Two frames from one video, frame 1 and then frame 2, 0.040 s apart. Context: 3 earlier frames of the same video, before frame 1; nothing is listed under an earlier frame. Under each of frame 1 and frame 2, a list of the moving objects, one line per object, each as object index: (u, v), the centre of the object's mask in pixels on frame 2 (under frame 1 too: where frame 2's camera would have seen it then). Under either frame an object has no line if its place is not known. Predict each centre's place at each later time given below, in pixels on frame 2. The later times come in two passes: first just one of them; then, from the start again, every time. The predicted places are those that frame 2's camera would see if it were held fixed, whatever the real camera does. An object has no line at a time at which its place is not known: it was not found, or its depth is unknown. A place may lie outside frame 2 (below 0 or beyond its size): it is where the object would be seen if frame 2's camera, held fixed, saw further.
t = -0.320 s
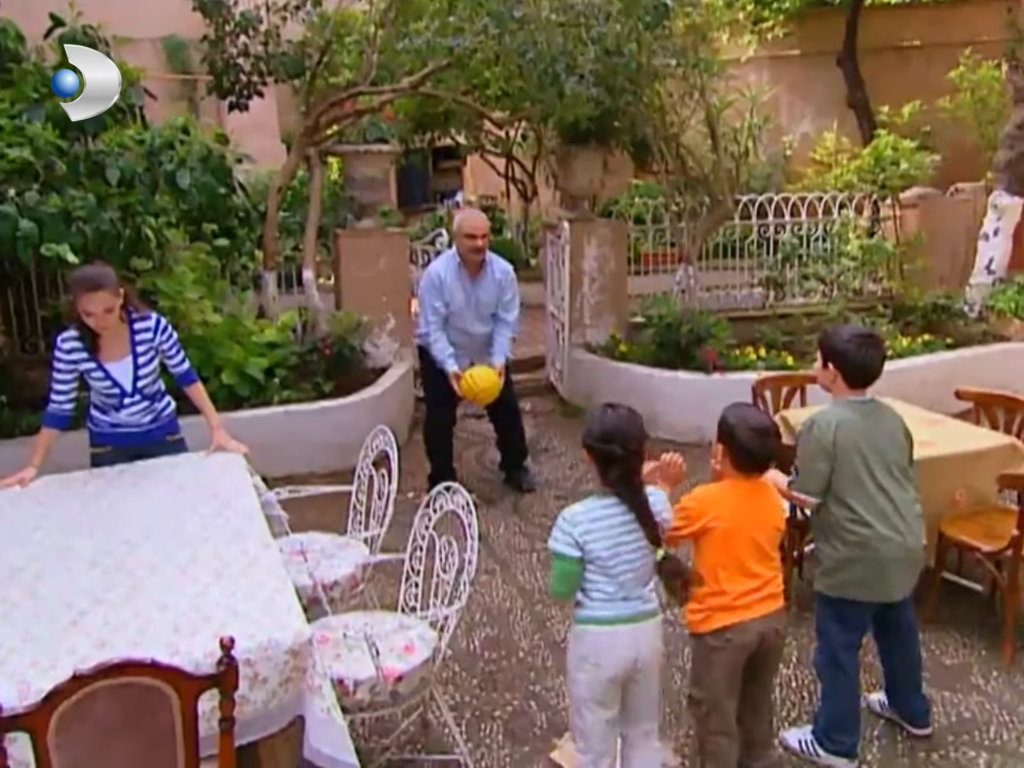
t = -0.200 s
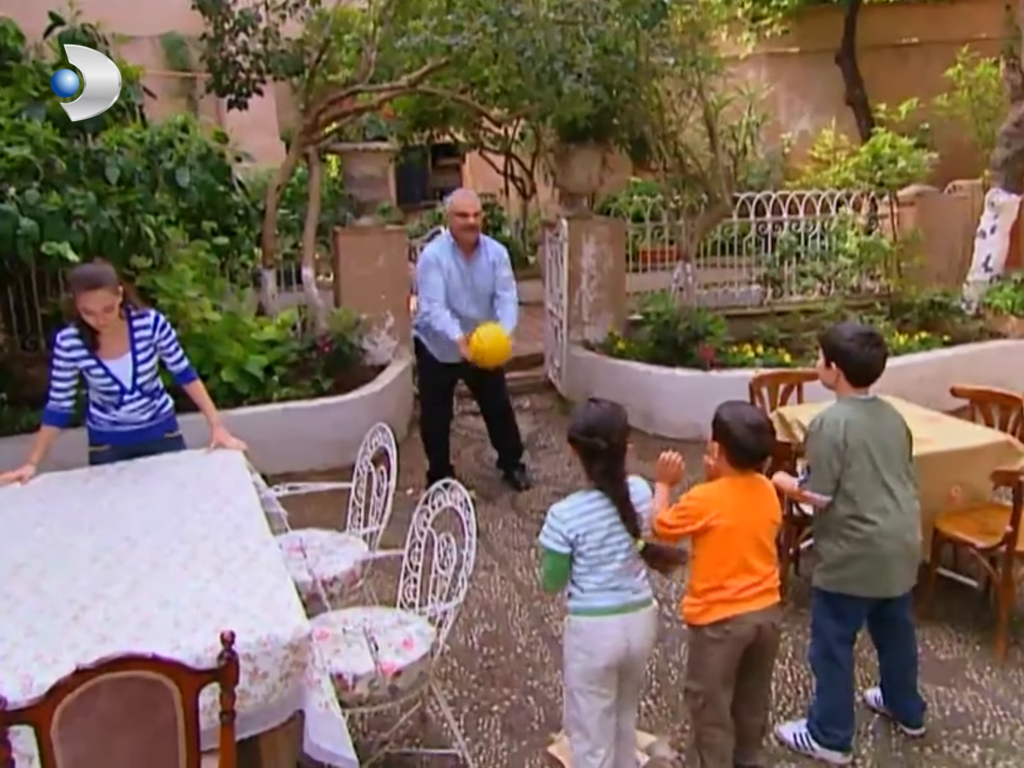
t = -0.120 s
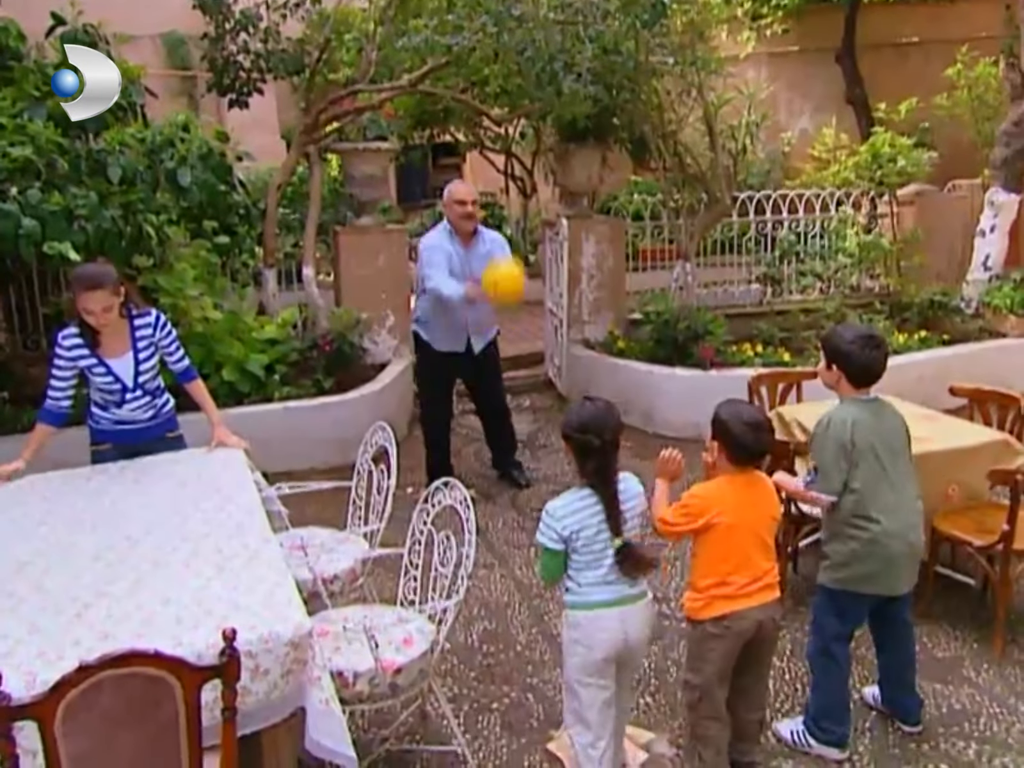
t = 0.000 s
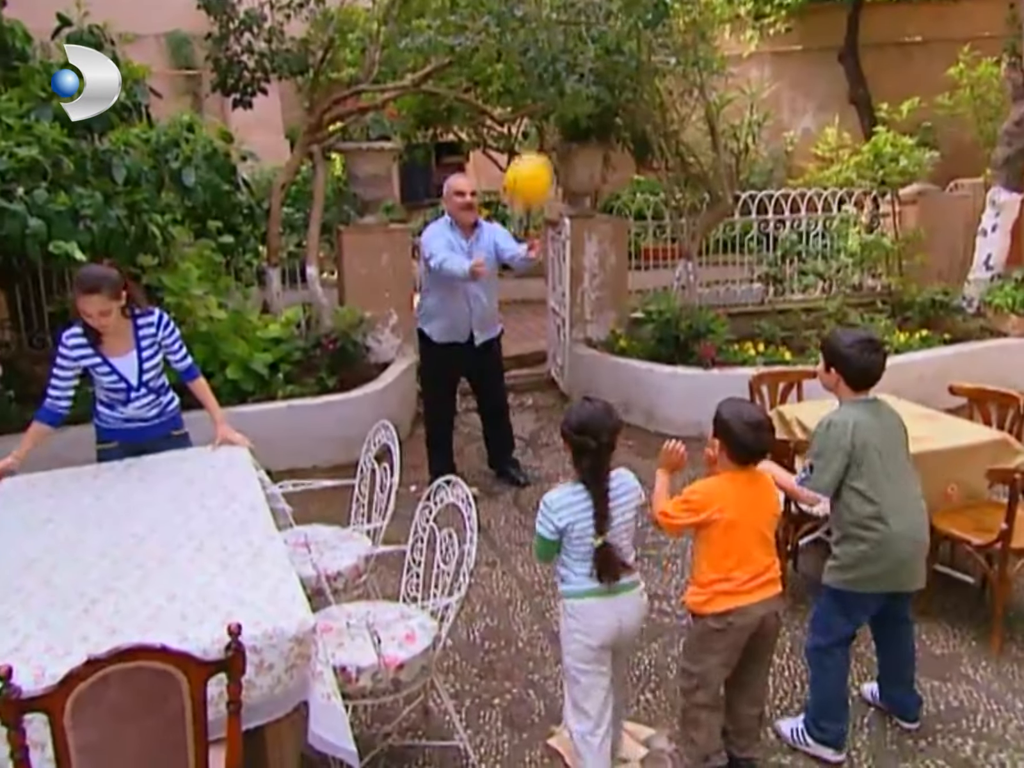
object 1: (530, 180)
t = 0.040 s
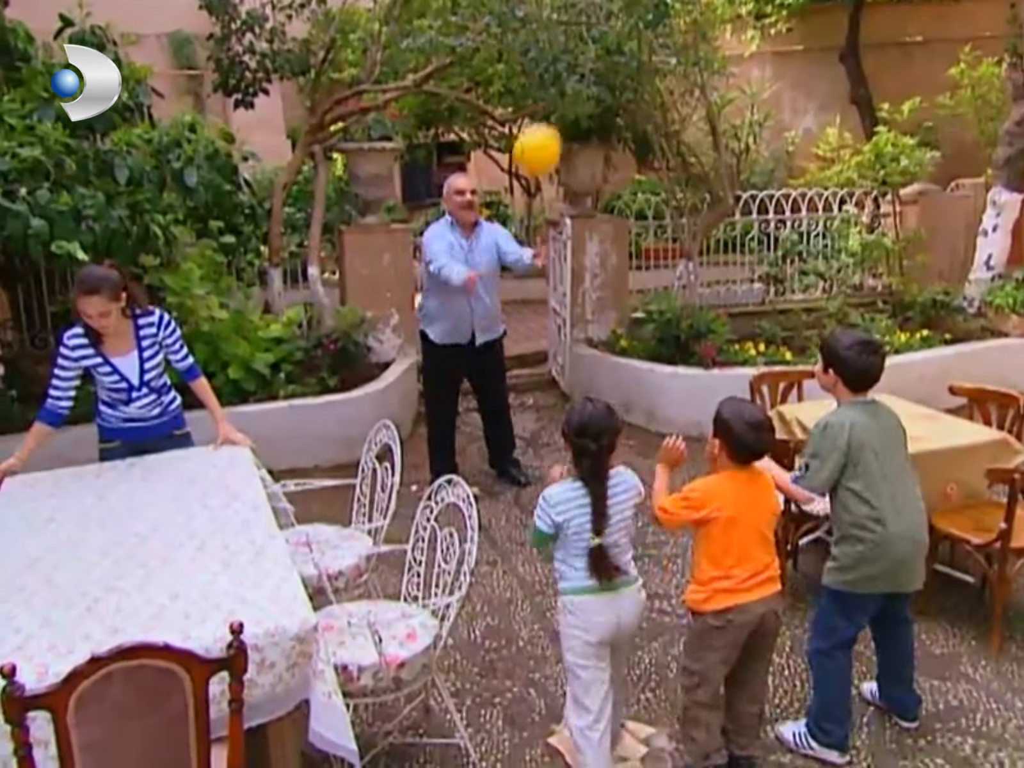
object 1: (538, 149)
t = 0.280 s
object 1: (589, 48)
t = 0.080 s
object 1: (545, 125)
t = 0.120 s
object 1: (554, 102)
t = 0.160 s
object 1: (562, 83)
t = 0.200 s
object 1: (571, 67)
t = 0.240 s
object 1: (580, 56)
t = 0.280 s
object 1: (589, 48)
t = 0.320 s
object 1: (598, 45)
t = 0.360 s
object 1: (608, 44)
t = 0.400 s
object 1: (618, 48)
